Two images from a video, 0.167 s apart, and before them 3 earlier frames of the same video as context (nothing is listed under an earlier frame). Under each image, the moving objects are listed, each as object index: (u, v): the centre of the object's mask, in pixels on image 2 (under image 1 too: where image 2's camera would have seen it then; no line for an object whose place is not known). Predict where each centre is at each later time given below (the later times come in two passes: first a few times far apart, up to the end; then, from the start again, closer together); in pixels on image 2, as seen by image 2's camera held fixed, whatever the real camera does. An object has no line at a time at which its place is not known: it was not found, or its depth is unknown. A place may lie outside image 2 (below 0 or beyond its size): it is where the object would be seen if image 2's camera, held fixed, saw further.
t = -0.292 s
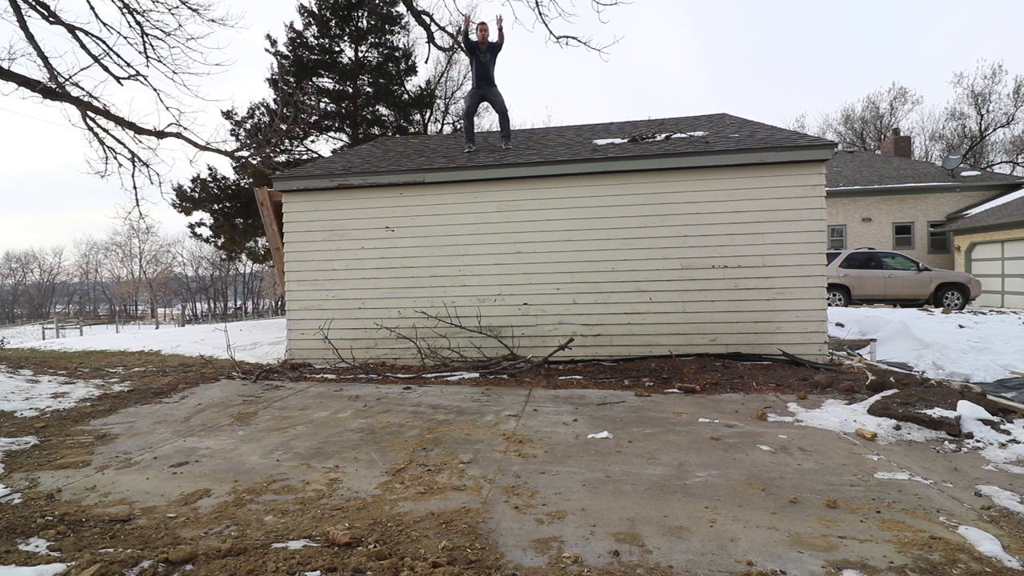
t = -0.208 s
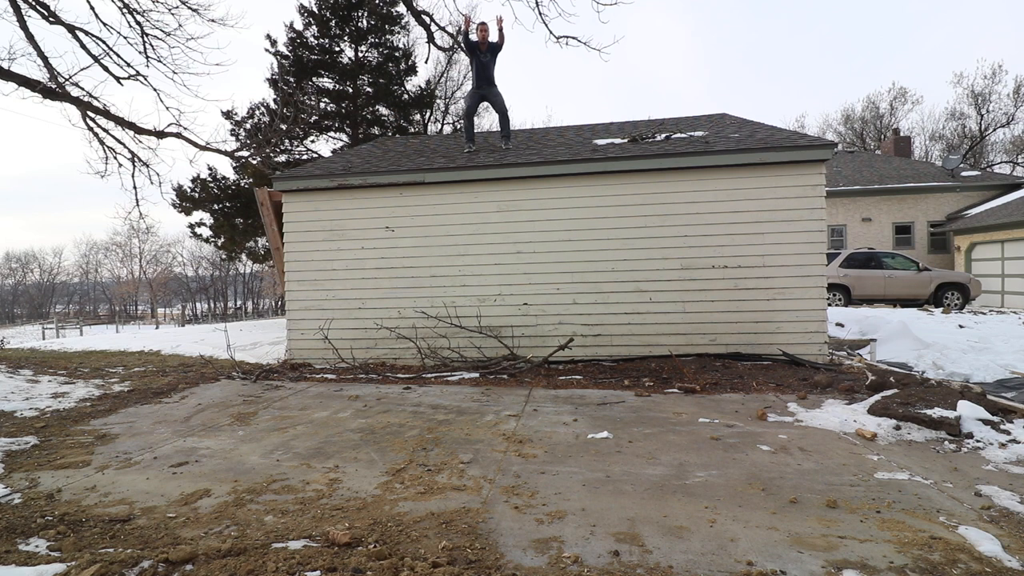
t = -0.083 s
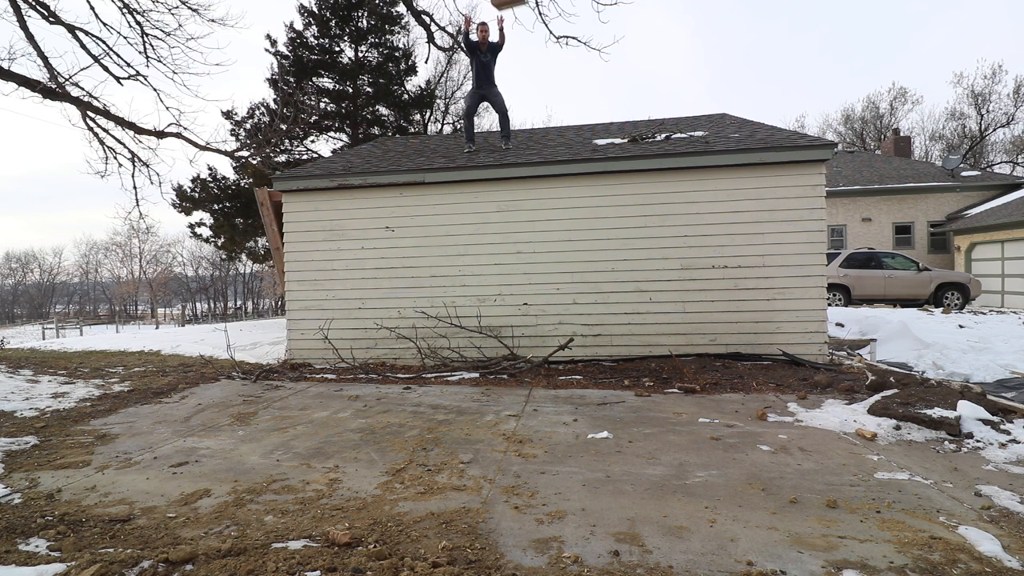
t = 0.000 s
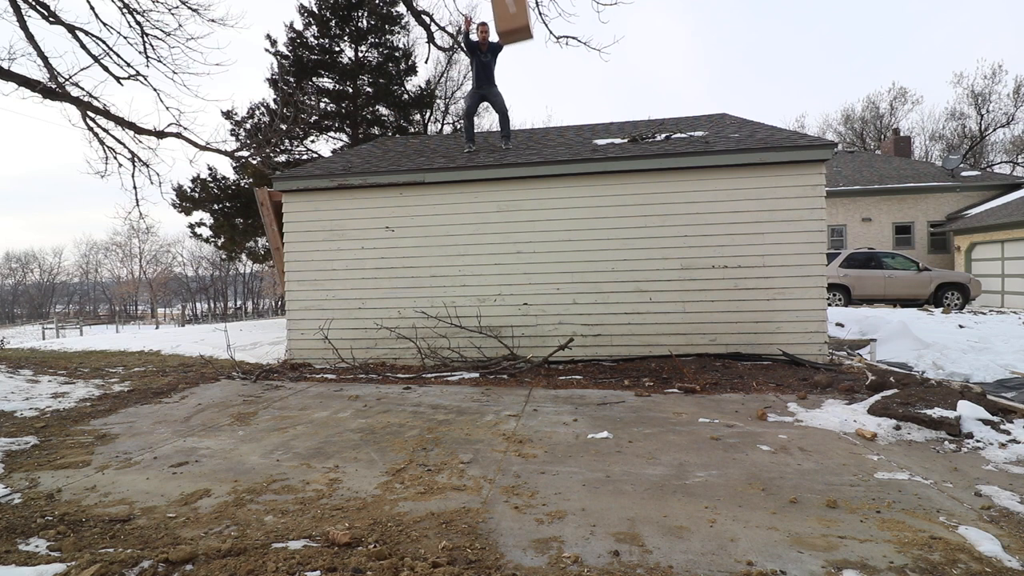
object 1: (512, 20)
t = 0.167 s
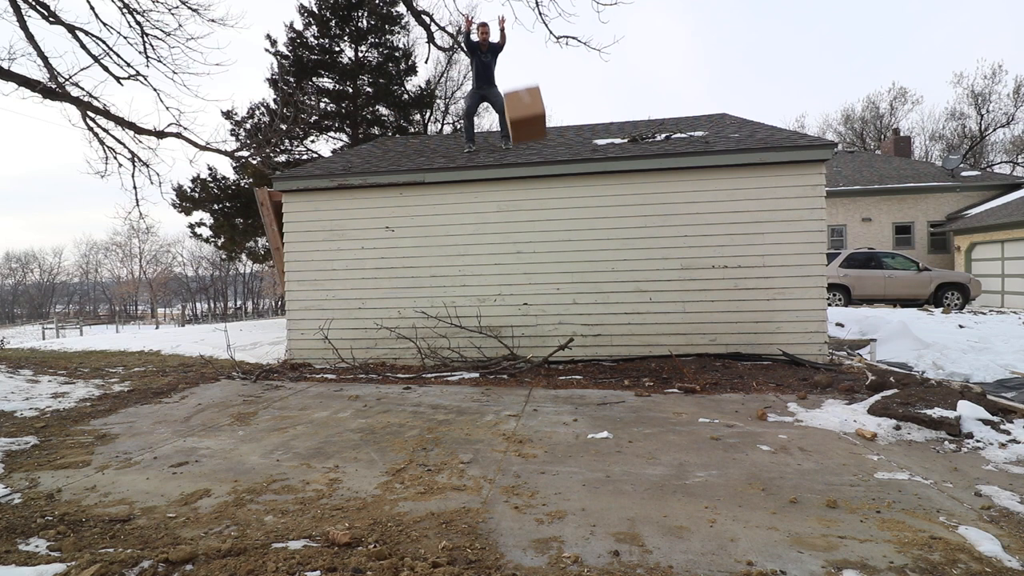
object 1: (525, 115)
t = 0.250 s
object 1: (533, 178)
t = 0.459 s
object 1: (560, 392)
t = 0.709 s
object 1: (583, 385)
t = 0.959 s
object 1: (604, 387)
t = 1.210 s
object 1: (620, 389)
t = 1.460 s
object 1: (626, 389)
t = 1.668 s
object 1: (614, 398)
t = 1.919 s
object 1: (617, 403)
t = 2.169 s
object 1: (617, 402)
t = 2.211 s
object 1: (617, 402)
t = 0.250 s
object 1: (533, 178)
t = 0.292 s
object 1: (538, 216)
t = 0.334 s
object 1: (543, 256)
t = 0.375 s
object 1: (548, 298)
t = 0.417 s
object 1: (554, 345)
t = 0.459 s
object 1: (560, 392)
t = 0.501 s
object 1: (565, 406)
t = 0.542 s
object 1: (569, 395)
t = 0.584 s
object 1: (573, 388)
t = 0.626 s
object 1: (576, 384)
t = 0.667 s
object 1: (580, 383)
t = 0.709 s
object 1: (583, 385)
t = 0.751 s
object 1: (586, 388)
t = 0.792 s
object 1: (590, 388)
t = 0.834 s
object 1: (594, 388)
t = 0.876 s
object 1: (599, 391)
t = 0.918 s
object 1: (602, 388)
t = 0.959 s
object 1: (604, 387)
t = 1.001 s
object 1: (607, 387)
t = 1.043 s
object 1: (609, 386)
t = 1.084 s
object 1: (612, 386)
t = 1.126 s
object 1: (614, 387)
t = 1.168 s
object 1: (617, 388)
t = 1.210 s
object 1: (620, 389)
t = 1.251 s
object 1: (623, 390)
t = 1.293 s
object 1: (625, 390)
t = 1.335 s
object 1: (627, 389)
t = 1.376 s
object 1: (627, 389)
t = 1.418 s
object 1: (627, 389)
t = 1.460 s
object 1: (626, 389)
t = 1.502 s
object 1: (625, 390)
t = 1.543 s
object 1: (623, 392)
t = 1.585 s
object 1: (620, 394)
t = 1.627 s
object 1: (617, 396)
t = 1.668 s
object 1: (614, 398)
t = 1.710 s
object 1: (613, 399)
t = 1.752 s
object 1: (613, 399)
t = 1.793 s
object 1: (614, 400)
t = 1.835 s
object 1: (615, 400)
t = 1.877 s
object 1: (616, 402)
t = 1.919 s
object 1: (617, 403)
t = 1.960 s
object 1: (617, 402)
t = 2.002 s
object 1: (617, 402)
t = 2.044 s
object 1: (617, 402)
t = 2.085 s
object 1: (617, 402)
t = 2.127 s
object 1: (617, 402)
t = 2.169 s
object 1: (617, 402)
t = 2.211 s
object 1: (617, 402)
